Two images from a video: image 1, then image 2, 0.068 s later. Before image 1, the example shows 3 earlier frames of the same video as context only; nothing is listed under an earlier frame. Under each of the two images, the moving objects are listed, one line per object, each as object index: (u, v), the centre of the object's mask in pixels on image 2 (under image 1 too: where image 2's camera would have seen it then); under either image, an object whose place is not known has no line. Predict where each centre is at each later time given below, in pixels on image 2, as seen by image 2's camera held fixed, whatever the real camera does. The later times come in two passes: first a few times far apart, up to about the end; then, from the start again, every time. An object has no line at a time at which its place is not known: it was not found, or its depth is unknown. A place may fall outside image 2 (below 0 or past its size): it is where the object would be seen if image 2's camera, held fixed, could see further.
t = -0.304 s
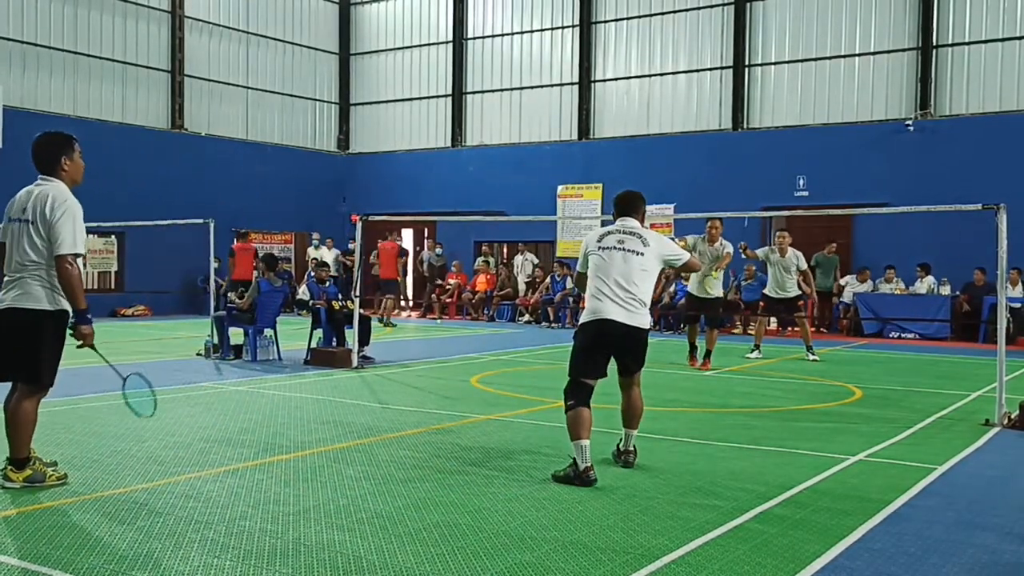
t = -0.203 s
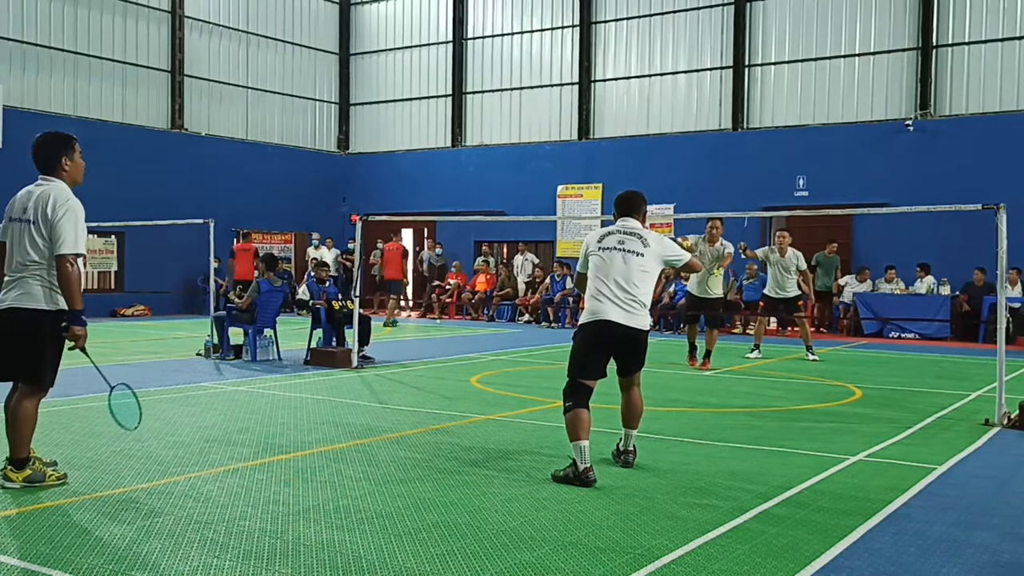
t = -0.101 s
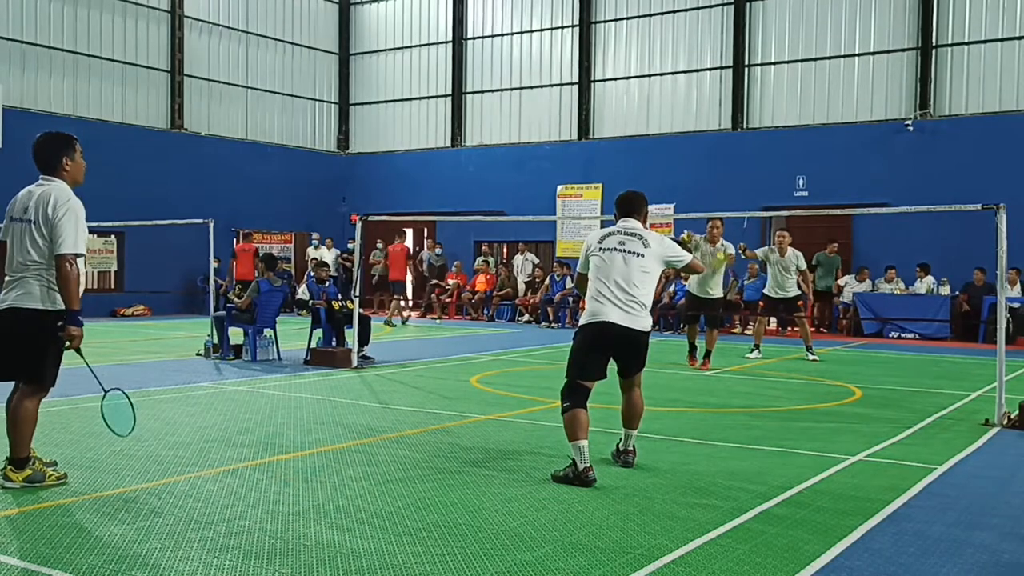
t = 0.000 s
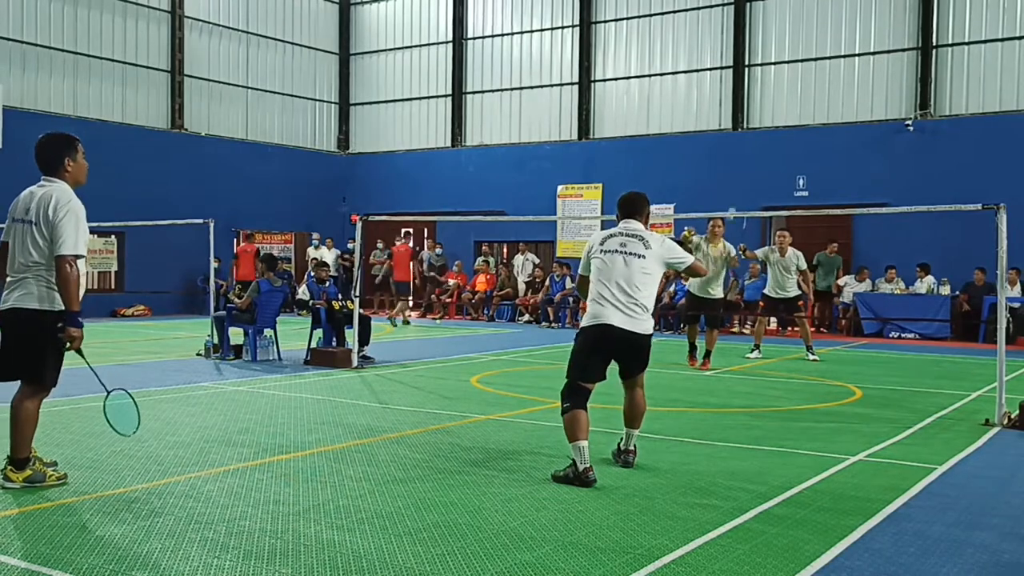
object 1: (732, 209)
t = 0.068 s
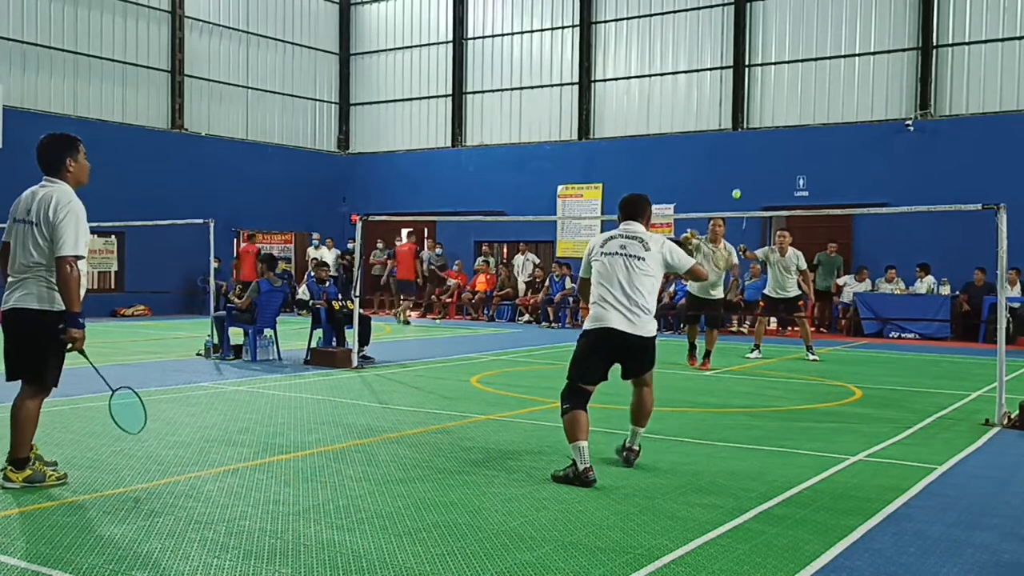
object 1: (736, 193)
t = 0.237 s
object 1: (749, 167)
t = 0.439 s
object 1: (763, 181)
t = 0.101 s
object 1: (738, 186)
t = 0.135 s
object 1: (740, 180)
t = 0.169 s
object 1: (743, 175)
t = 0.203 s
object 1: (746, 171)
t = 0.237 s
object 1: (749, 167)
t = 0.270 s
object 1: (752, 166)
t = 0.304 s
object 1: (754, 165)
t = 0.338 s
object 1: (756, 167)
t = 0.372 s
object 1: (759, 170)
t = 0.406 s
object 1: (761, 175)
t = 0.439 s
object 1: (763, 181)
